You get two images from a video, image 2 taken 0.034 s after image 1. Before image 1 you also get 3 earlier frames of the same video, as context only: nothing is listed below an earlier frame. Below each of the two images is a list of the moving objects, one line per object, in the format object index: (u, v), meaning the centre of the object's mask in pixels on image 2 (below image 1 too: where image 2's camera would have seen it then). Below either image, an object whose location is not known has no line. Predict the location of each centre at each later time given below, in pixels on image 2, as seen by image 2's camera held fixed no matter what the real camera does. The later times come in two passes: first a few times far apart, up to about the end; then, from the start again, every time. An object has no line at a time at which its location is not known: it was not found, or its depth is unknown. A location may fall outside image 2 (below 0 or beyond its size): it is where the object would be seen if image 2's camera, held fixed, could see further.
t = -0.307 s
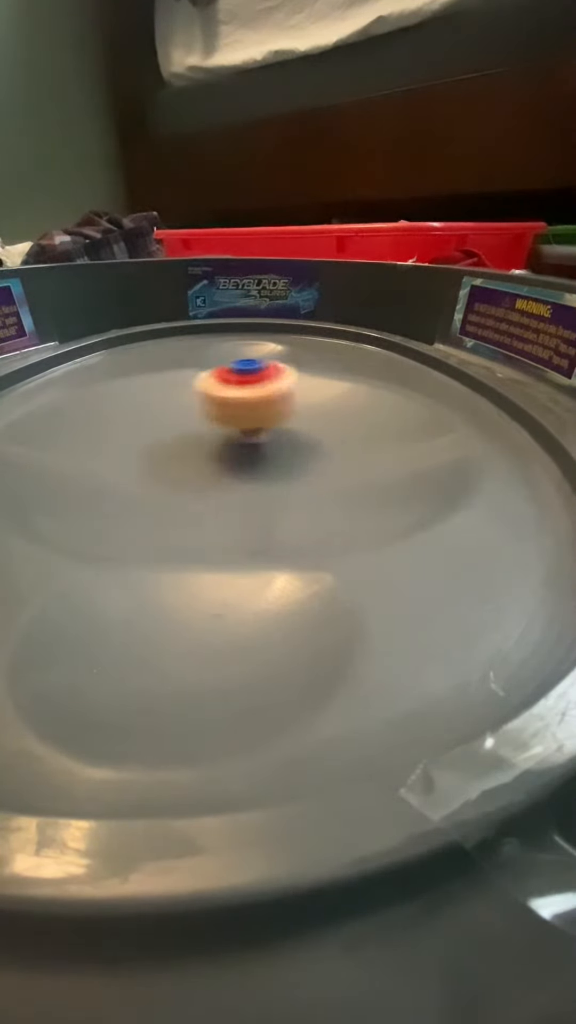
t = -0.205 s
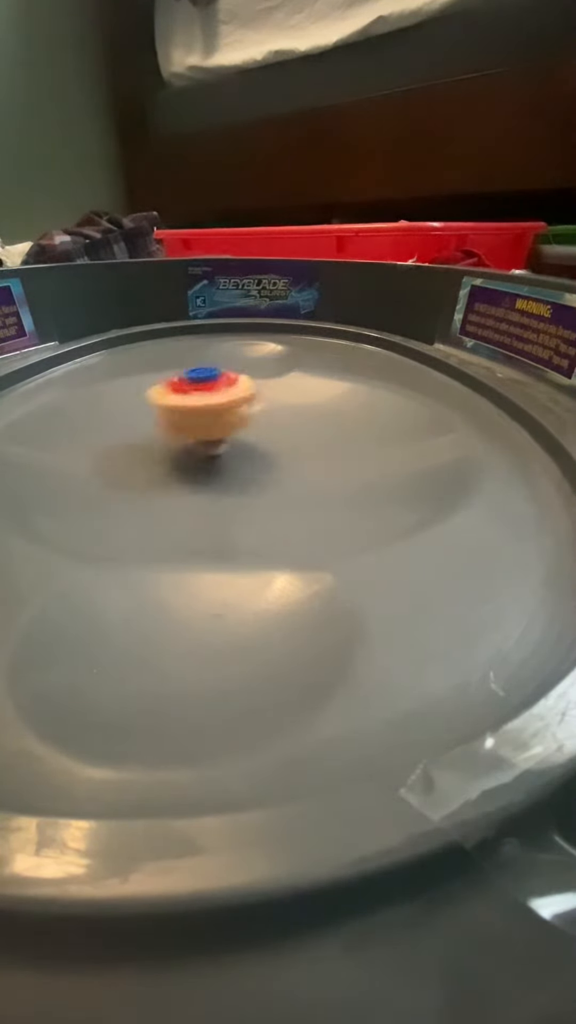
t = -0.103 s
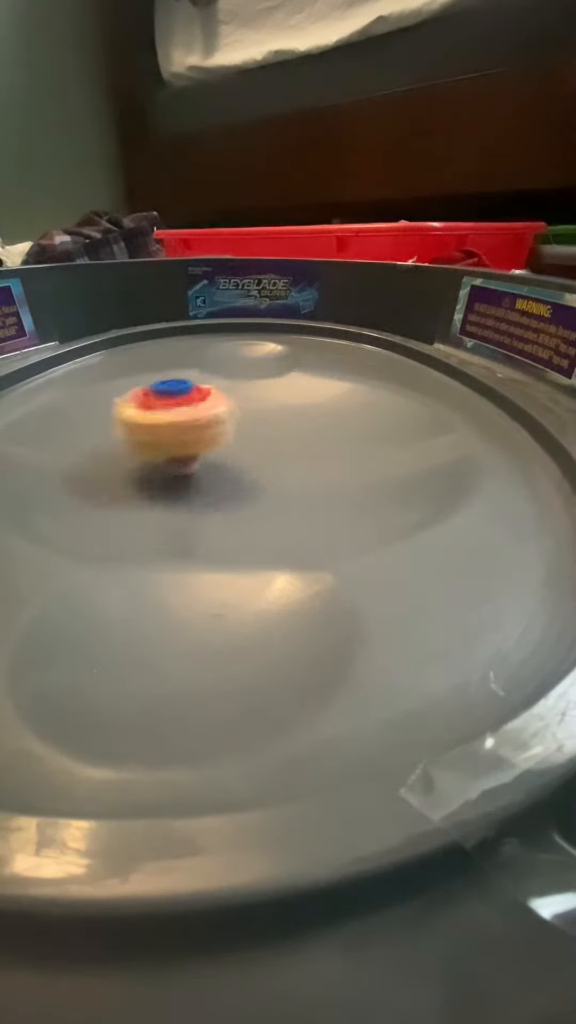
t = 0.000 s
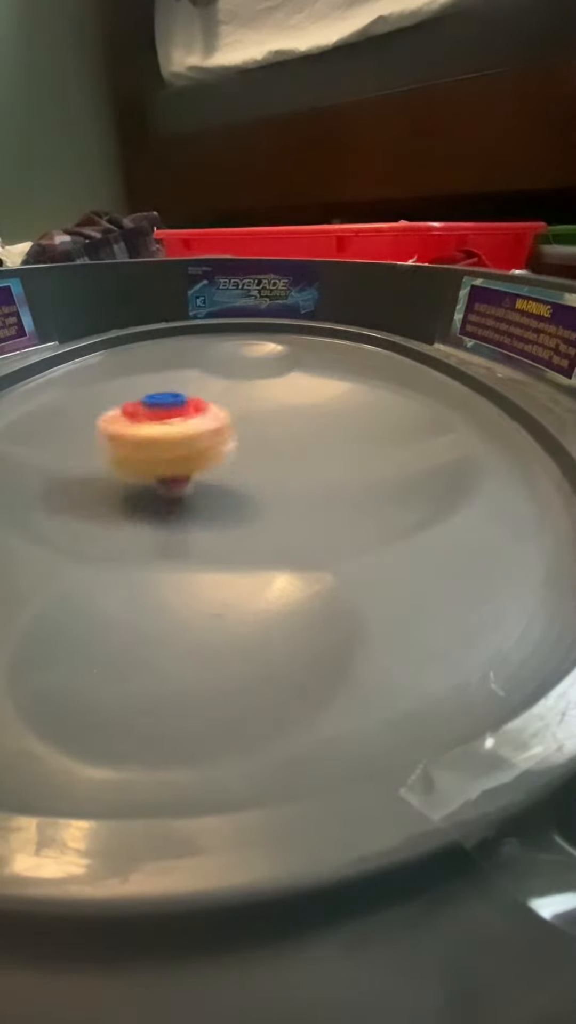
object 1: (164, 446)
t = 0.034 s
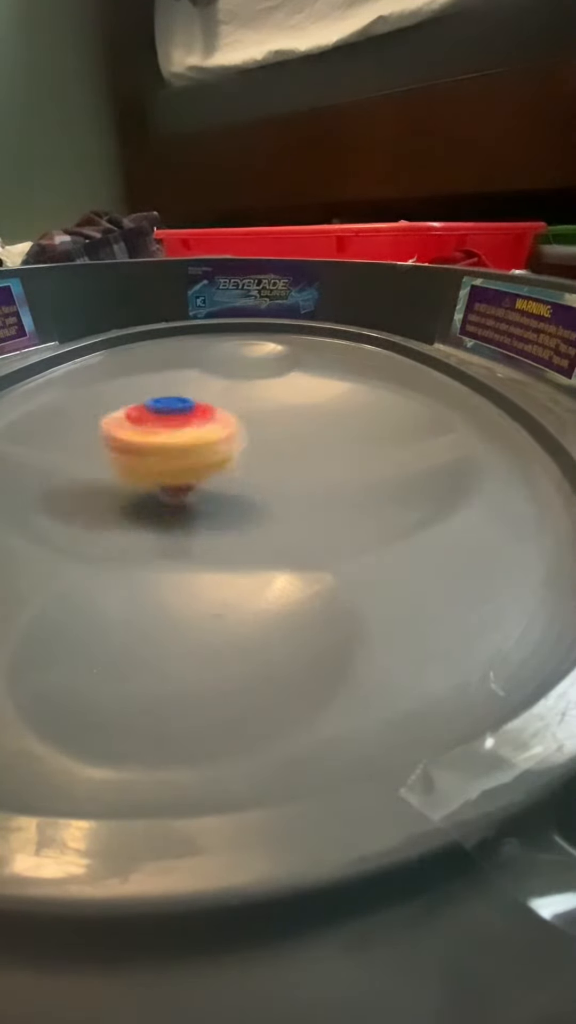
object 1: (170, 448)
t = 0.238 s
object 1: (276, 454)
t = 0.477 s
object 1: (308, 407)
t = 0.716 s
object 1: (215, 405)
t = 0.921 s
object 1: (169, 441)
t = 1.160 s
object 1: (260, 456)
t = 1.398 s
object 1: (317, 419)
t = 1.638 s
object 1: (244, 400)
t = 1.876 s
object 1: (176, 432)
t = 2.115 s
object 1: (254, 455)
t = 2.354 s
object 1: (313, 421)
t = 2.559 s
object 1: (261, 400)
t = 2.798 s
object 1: (185, 425)
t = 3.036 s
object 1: (211, 454)
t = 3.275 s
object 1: (306, 432)
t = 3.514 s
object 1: (268, 402)
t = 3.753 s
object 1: (189, 424)
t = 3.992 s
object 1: (204, 454)
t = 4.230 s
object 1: (300, 436)
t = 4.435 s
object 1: (299, 407)
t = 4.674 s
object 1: (214, 413)
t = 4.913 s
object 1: (181, 447)
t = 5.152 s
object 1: (283, 442)
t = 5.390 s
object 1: (306, 409)
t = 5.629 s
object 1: (222, 415)
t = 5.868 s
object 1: (172, 440)
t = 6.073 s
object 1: (251, 448)
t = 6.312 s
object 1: (318, 419)
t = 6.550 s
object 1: (244, 417)
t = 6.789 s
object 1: (169, 429)
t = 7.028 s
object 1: (239, 444)
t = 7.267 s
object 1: (318, 428)
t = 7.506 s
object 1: (261, 421)
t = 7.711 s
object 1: (202, 420)
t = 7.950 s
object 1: (195, 436)
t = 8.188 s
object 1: (267, 446)
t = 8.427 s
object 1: (299, 426)
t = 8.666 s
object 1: (245, 415)
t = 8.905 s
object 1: (217, 412)
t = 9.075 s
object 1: (219, 430)
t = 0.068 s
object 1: (179, 453)
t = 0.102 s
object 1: (195, 456)
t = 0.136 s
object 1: (213, 457)
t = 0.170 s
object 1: (237, 457)
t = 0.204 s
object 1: (257, 455)
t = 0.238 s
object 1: (276, 454)
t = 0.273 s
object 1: (292, 448)
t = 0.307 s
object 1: (304, 443)
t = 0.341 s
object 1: (313, 437)
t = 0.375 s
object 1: (317, 429)
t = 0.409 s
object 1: (320, 425)
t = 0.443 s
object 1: (316, 413)
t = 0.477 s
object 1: (308, 407)
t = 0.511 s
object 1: (300, 403)
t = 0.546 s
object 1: (287, 398)
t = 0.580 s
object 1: (273, 400)
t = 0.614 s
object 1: (258, 396)
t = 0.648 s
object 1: (245, 398)
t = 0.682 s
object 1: (230, 400)
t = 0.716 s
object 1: (215, 405)
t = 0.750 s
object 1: (202, 410)
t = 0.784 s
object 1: (192, 415)
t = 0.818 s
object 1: (184, 420)
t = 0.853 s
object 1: (176, 427)
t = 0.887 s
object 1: (172, 433)
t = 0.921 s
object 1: (169, 441)
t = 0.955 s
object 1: (172, 442)
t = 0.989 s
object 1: (177, 447)
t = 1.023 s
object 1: (185, 452)
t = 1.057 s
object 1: (200, 456)
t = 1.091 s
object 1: (219, 456)
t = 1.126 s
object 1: (241, 457)
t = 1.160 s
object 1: (260, 456)
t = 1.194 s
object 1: (277, 452)
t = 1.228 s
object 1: (292, 447)
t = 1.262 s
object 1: (302, 442)
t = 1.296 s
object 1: (311, 436)
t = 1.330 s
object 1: (315, 431)
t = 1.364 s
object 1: (317, 425)
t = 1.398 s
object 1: (317, 419)
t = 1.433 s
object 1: (313, 414)
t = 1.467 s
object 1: (306, 409)
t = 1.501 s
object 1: (297, 405)
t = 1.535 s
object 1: (286, 401)
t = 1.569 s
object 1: (272, 400)
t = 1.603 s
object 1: (259, 397)
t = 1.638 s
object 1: (244, 400)
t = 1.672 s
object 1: (229, 403)
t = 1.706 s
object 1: (215, 407)
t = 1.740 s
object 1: (205, 410)
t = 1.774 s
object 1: (195, 414)
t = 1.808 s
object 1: (186, 419)
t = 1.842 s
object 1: (179, 426)
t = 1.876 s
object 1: (176, 432)
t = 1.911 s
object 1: (173, 446)
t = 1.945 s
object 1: (178, 447)
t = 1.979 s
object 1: (188, 455)
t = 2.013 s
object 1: (200, 459)
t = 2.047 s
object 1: (218, 456)
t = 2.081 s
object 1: (237, 455)
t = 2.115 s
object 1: (254, 455)
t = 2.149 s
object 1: (271, 458)
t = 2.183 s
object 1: (286, 448)
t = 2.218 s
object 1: (299, 444)
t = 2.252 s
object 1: (307, 437)
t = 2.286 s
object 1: (311, 434)
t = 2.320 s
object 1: (314, 427)
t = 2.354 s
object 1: (313, 421)
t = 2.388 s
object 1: (311, 415)
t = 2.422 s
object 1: (305, 410)
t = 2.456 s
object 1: (298, 406)
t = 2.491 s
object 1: (287, 403)
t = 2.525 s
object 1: (276, 399)
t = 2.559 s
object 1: (261, 400)
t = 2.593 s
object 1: (248, 401)
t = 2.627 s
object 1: (234, 401)
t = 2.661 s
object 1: (218, 406)
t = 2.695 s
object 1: (209, 412)
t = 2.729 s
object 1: (199, 415)
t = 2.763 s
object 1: (191, 420)
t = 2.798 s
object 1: (185, 425)
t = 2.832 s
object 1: (177, 431)
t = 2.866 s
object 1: (174, 436)
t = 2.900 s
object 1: (175, 440)
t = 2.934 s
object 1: (178, 444)
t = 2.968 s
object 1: (186, 450)
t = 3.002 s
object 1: (197, 453)
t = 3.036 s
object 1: (211, 454)
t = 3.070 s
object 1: (229, 456)
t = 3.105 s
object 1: (247, 455)
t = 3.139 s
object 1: (265, 453)
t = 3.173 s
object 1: (280, 449)
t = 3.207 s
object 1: (292, 445)
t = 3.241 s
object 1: (301, 440)
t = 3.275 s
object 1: (306, 432)
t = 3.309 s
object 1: (312, 429)
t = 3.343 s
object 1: (311, 423)
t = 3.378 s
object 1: (312, 417)
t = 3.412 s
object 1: (300, 409)
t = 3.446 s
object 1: (293, 405)
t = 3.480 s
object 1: (280, 403)
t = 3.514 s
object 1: (268, 402)
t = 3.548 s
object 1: (254, 402)
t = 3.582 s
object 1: (239, 405)
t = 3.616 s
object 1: (227, 408)
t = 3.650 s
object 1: (214, 412)
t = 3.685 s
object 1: (206, 416)
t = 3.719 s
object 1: (197, 419)
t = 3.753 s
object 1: (189, 424)
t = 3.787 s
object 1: (182, 428)
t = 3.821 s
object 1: (178, 433)
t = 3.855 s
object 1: (175, 439)
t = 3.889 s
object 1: (176, 443)
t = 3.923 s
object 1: (182, 448)
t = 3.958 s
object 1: (191, 451)
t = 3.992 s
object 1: (204, 454)
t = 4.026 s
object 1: (220, 453)
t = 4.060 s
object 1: (241, 454)
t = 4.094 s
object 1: (255, 452)
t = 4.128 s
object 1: (268, 449)
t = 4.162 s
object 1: (282, 445)
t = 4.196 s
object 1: (294, 441)
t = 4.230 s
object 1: (300, 436)
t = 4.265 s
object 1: (306, 431)
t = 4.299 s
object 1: (310, 425)
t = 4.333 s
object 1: (314, 421)
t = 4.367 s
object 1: (312, 416)
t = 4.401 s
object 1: (307, 411)
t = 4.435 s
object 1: (299, 407)
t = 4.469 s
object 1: (288, 406)
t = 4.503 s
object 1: (277, 405)
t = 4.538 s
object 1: (263, 404)
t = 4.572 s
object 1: (249, 407)
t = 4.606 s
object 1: (238, 408)
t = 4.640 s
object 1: (223, 411)
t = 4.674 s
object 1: (214, 413)
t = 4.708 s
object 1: (204, 417)
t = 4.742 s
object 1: (194, 422)
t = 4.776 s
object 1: (187, 426)
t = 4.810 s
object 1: (179, 430)
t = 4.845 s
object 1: (174, 435)
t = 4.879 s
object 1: (175, 442)
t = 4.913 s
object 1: (181, 447)
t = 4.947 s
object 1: (196, 452)
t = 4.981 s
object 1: (209, 452)
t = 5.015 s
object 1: (227, 453)
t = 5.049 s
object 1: (244, 452)
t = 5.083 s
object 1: (258, 449)
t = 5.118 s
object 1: (273, 447)
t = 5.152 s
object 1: (283, 442)
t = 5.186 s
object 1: (293, 439)
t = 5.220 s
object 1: (304, 435)
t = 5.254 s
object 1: (310, 427)
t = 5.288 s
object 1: (313, 422)
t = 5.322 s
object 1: (316, 418)
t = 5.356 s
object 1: (314, 413)
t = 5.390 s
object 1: (306, 409)
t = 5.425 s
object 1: (297, 407)
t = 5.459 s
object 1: (283, 407)
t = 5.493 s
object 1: (273, 406)
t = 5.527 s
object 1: (259, 408)
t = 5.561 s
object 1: (247, 411)
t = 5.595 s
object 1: (235, 413)
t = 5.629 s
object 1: (222, 415)
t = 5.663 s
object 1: (211, 419)
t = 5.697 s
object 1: (201, 421)
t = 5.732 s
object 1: (190, 424)
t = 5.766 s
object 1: (182, 427)
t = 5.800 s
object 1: (176, 431)
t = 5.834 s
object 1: (171, 437)
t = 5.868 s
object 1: (172, 440)
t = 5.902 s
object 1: (179, 443)
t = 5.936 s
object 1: (189, 447)
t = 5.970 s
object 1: (205, 450)
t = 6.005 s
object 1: (218, 450)
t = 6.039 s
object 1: (234, 450)
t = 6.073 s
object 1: (251, 448)
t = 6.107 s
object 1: (265, 446)
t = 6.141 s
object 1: (275, 443)
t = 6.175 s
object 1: (287, 438)
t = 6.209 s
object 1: (295, 437)
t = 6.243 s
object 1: (303, 432)
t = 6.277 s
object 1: (315, 426)
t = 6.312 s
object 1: (318, 419)
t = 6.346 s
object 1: (314, 414)
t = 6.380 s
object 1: (305, 411)
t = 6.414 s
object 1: (293, 413)
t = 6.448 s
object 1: (279, 414)
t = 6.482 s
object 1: (267, 415)
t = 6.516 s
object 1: (255, 416)
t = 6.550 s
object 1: (244, 417)
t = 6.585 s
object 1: (231, 419)
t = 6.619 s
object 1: (222, 419)
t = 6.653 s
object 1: (210, 421)
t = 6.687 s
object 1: (196, 422)
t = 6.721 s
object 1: (185, 423)
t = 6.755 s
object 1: (176, 425)
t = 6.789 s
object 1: (169, 429)
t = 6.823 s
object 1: (169, 435)
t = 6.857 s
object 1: (174, 437)
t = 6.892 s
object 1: (182, 440)
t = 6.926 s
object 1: (200, 444)
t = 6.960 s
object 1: (210, 445)
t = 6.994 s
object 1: (225, 446)
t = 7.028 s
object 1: (239, 444)
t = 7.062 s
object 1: (251, 444)
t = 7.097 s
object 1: (263, 444)
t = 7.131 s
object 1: (278, 442)
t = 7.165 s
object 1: (287, 438)
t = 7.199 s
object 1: (299, 435)
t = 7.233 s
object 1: (311, 432)
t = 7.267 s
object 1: (318, 428)
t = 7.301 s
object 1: (320, 423)
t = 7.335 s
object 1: (318, 420)
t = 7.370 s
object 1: (309, 418)
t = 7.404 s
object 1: (299, 418)
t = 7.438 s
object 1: (286, 418)
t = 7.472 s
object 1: (273, 420)
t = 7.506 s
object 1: (261, 421)
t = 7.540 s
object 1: (251, 422)
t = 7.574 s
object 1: (241, 423)
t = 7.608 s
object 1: (231, 423)
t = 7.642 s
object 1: (222, 421)
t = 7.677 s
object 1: (212, 420)
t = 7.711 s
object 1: (202, 420)
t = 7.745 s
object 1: (191, 420)
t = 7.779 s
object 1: (175, 423)
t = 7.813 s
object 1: (174, 425)
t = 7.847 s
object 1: (175, 428)
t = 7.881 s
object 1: (177, 431)
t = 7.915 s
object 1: (185, 433)
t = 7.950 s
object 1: (195, 436)
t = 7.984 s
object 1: (203, 438)
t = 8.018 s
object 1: (210, 441)
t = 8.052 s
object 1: (221, 443)
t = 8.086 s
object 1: (231, 443)
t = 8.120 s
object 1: (242, 445)
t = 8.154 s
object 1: (257, 446)
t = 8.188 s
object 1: (267, 446)
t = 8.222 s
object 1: (280, 446)
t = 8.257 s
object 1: (294, 444)
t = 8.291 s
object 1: (302, 440)
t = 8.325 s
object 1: (311, 435)
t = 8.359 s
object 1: (310, 432)
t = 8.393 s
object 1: (307, 429)
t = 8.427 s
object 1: (299, 426)
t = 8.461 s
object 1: (289, 426)
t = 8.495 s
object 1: (280, 424)
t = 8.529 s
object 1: (271, 423)
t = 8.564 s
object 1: (263, 421)
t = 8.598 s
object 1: (257, 419)
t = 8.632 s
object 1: (250, 417)
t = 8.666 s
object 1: (245, 415)
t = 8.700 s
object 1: (240, 413)
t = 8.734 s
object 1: (234, 413)
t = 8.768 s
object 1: (228, 407)
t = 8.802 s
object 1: (225, 406)
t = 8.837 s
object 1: (222, 409)
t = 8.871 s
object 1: (217, 410)
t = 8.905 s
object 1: (217, 412)
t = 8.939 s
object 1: (216, 414)
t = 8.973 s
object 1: (215, 418)
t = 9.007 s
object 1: (216, 423)
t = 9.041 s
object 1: (218, 427)
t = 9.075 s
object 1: (219, 430)
